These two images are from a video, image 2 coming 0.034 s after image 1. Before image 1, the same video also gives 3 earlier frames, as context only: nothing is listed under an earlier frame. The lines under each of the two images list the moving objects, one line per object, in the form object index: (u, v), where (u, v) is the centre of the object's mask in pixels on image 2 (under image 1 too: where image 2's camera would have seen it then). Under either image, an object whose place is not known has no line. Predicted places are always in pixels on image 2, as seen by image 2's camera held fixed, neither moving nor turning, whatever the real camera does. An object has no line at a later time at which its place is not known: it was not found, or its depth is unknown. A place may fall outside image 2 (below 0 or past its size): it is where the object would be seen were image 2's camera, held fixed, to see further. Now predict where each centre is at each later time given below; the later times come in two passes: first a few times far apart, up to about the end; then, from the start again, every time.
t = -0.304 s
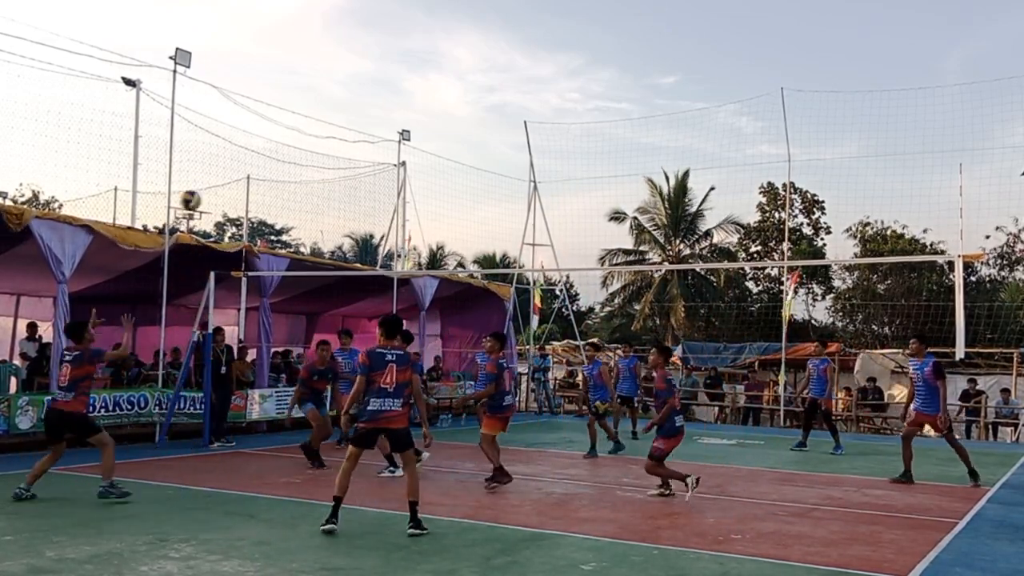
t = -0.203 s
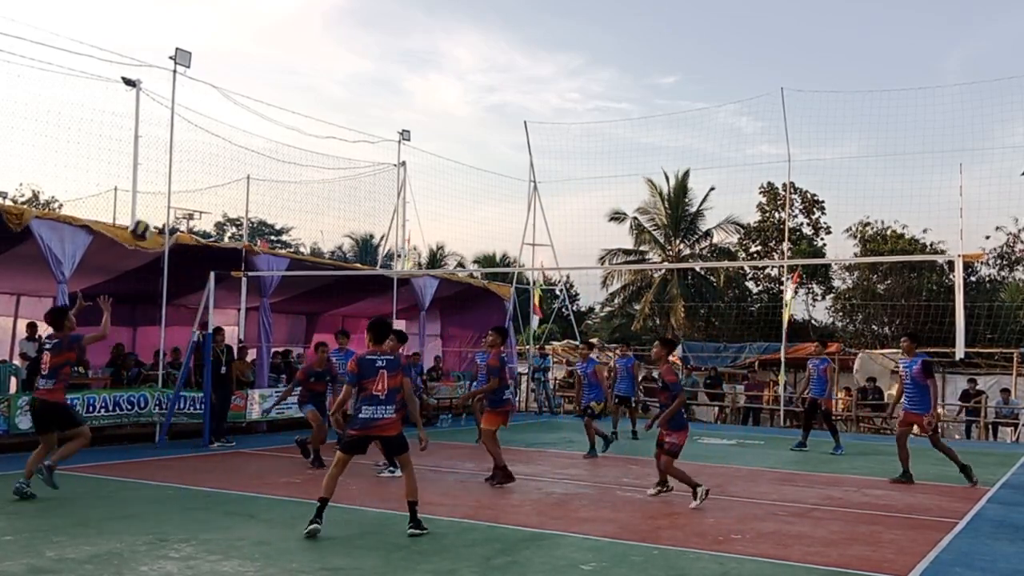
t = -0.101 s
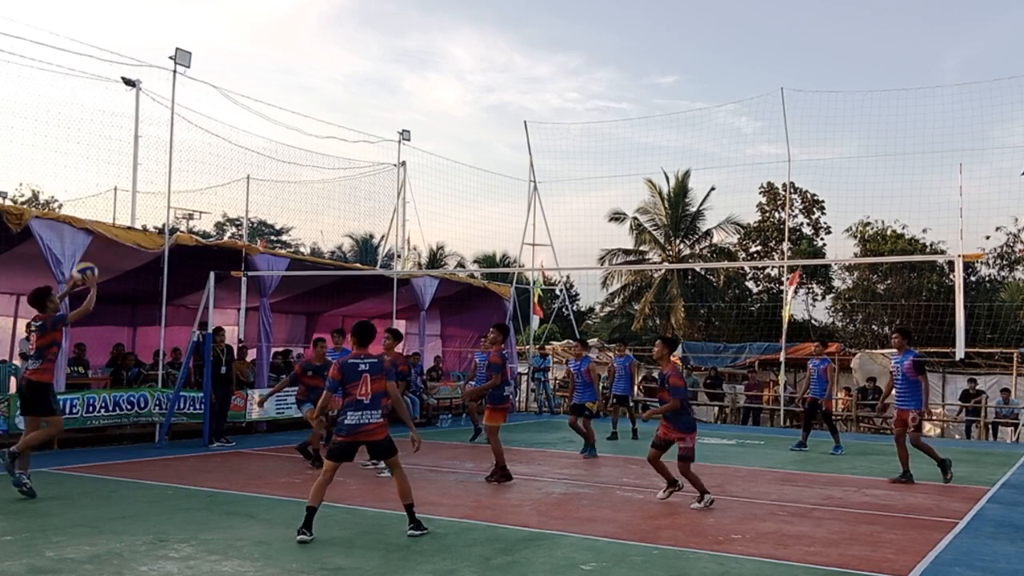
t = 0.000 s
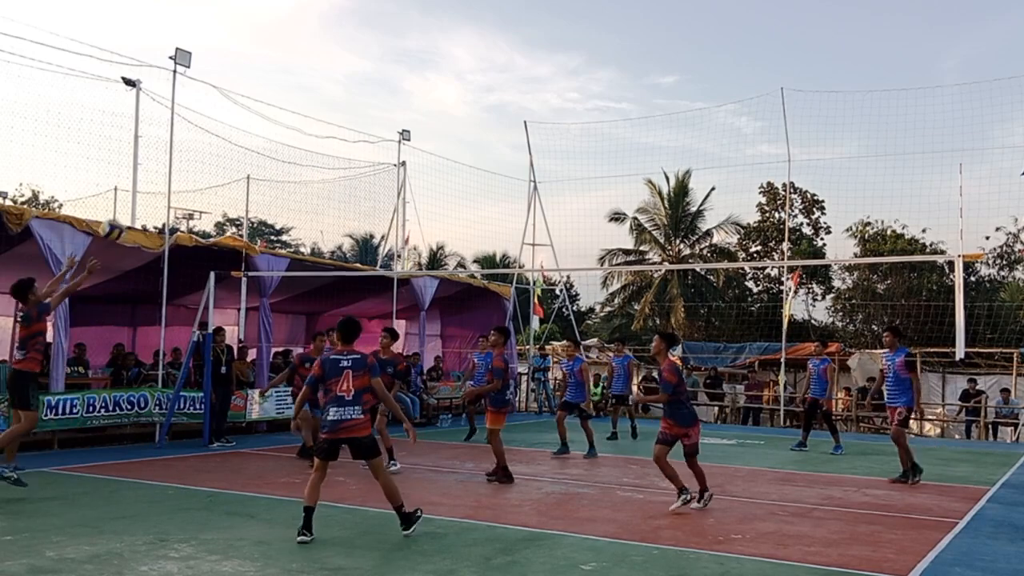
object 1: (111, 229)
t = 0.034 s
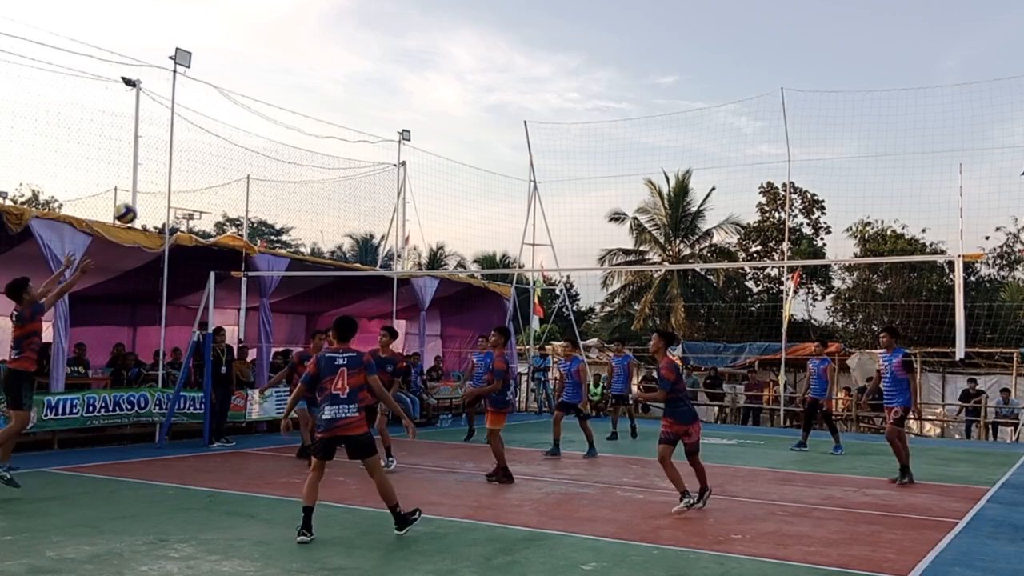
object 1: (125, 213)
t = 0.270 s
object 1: (208, 137)
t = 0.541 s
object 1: (288, 121)
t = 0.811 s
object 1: (355, 169)
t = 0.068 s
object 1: (138, 199)
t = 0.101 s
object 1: (150, 184)
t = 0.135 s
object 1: (163, 172)
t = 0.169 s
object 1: (175, 162)
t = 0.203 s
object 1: (186, 152)
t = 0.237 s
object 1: (198, 144)
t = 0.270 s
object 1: (208, 137)
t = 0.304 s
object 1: (219, 131)
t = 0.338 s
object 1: (230, 126)
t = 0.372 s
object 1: (240, 123)
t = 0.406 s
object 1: (250, 120)
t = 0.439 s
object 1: (259, 119)
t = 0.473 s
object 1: (269, 118)
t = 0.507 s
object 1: (278, 119)
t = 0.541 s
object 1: (288, 121)
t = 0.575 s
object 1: (296, 124)
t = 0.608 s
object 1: (305, 127)
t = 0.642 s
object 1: (314, 132)
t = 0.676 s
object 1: (323, 137)
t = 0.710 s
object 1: (331, 144)
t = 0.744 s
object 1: (339, 151)
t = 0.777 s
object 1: (347, 159)
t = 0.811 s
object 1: (355, 169)
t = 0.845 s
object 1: (363, 179)
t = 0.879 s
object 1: (370, 189)
